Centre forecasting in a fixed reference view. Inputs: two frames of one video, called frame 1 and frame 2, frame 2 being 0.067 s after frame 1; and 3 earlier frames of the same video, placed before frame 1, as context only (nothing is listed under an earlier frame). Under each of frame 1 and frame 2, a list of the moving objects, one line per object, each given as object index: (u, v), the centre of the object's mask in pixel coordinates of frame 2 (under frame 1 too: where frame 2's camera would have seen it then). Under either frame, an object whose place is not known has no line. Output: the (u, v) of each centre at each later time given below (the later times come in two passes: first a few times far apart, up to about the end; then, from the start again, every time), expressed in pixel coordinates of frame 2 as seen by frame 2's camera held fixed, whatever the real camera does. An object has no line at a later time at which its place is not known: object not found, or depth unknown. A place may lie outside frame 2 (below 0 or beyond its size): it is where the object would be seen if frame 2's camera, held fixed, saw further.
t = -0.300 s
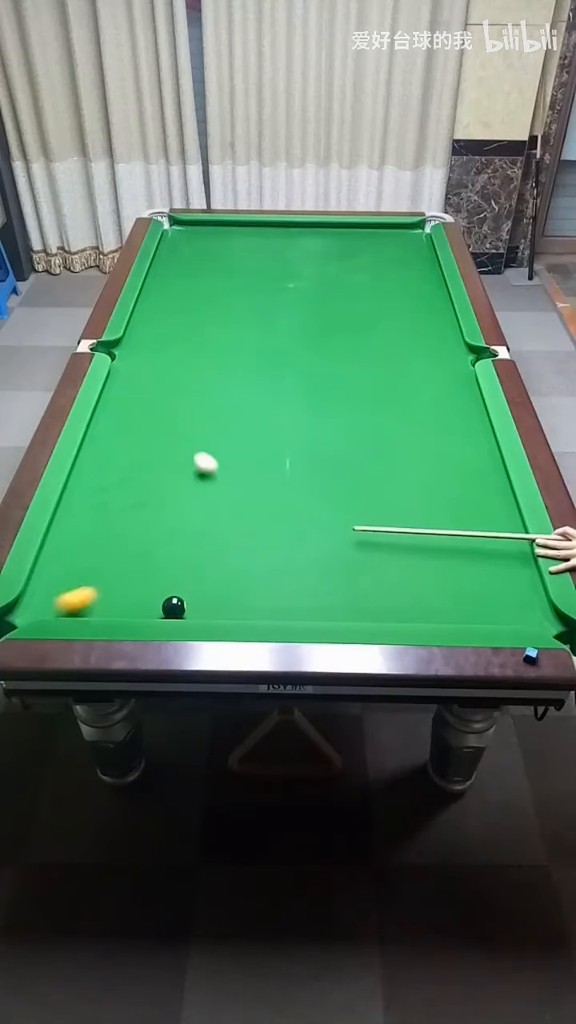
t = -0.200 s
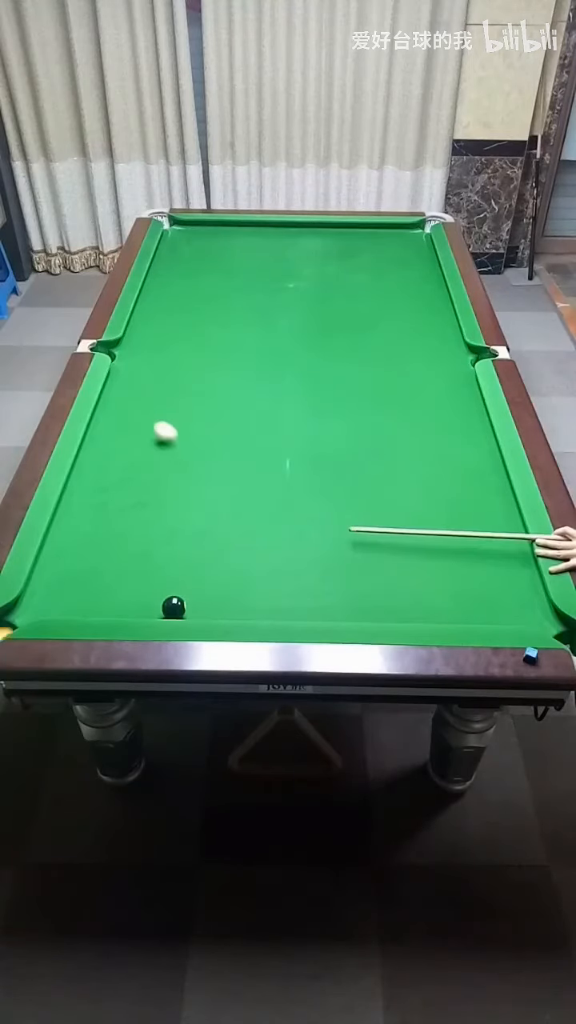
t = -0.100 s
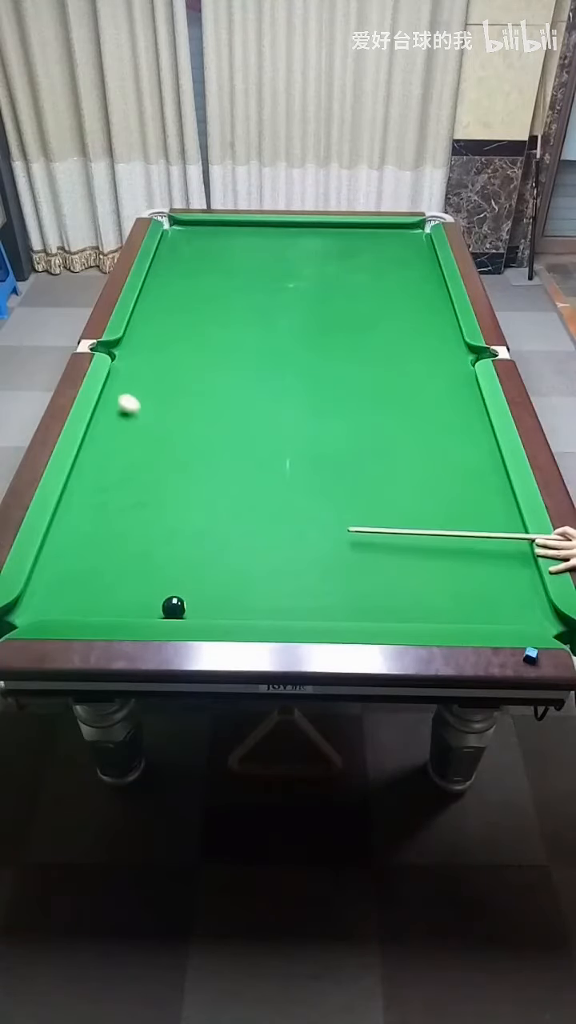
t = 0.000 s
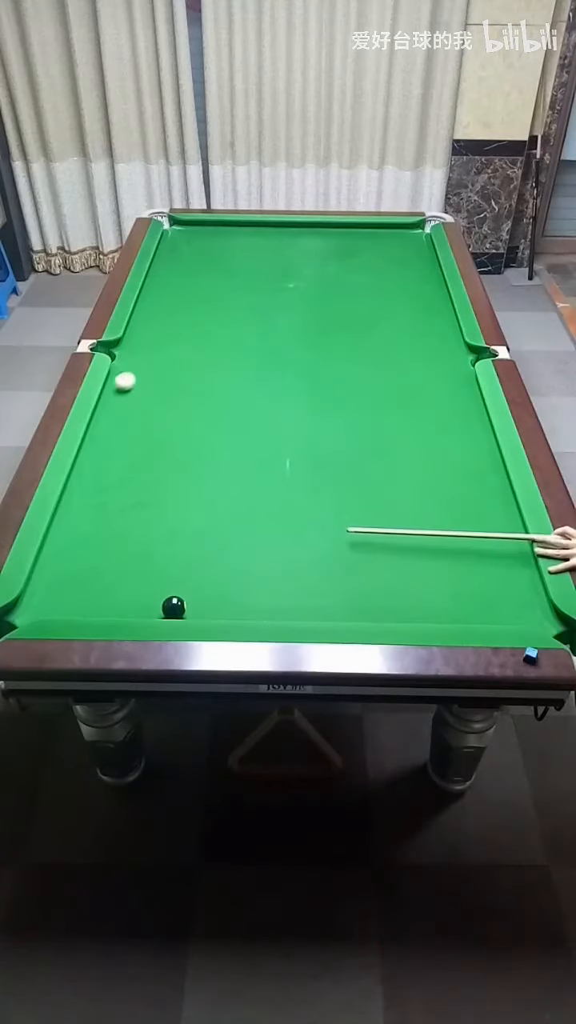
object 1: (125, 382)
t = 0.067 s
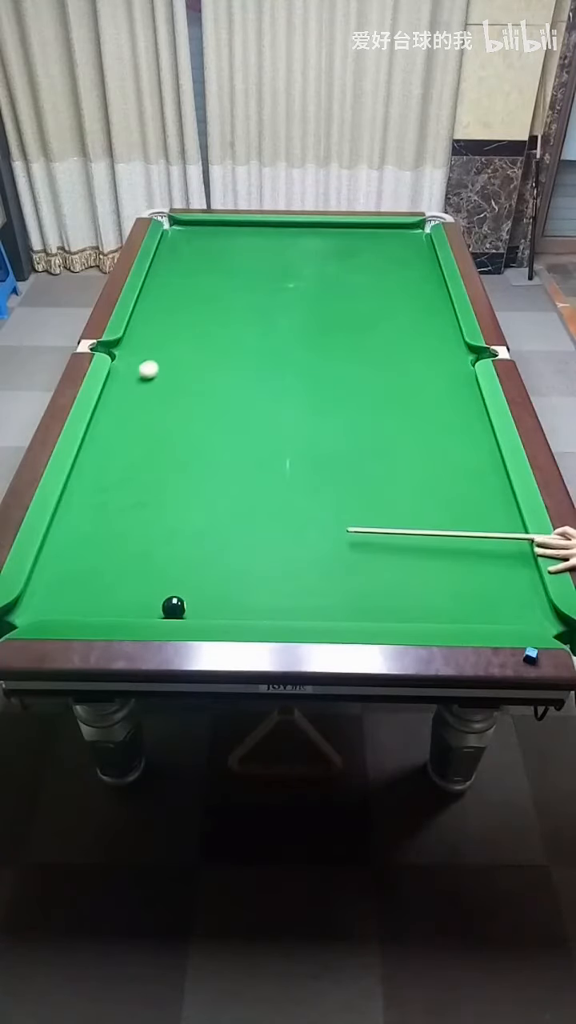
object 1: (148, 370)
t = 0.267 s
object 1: (203, 338)
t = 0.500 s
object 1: (256, 306)
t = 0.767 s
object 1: (309, 274)
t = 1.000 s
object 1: (347, 250)
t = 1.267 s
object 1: (386, 226)
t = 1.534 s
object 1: (421, 242)
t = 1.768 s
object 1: (399, 257)
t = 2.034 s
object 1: (372, 274)
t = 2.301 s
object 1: (343, 292)
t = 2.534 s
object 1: (316, 309)
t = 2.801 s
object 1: (283, 329)
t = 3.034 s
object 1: (253, 346)
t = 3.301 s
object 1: (217, 369)
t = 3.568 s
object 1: (178, 392)
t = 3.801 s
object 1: (143, 413)
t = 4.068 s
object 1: (100, 438)
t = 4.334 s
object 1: (101, 458)
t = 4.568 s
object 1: (113, 473)
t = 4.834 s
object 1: (127, 491)
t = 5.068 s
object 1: (139, 506)
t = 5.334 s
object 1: (153, 523)
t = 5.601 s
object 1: (166, 539)
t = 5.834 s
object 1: (176, 553)
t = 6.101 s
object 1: (188, 568)
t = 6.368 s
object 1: (200, 582)
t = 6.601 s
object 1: (209, 593)
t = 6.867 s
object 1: (218, 604)
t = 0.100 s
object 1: (158, 365)
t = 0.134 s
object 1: (168, 359)
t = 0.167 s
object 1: (176, 354)
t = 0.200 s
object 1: (186, 348)
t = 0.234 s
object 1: (194, 343)
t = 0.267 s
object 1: (203, 338)
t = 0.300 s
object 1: (211, 333)
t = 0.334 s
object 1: (219, 328)
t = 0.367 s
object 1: (227, 324)
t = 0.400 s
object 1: (234, 319)
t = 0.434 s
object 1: (242, 314)
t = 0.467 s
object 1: (249, 310)
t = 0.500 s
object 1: (256, 306)
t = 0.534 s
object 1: (263, 301)
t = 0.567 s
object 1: (270, 297)
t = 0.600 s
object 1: (277, 293)
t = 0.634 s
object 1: (284, 289)
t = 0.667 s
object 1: (290, 285)
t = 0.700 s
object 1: (296, 281)
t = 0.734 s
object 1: (302, 278)
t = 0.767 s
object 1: (309, 274)
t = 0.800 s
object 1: (314, 270)
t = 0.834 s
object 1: (320, 267)
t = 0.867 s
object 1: (326, 263)
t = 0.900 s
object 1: (331, 260)
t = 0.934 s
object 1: (337, 257)
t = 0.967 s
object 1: (342, 253)
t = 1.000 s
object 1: (347, 250)
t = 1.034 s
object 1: (353, 247)
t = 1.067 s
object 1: (358, 244)
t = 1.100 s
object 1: (363, 241)
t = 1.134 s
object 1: (367, 238)
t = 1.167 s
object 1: (372, 235)
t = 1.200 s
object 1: (377, 232)
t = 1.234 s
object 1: (382, 229)
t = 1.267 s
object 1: (386, 226)
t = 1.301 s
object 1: (392, 227)
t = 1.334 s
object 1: (398, 230)
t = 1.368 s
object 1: (404, 232)
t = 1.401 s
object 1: (410, 234)
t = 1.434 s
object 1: (416, 236)
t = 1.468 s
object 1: (422, 238)
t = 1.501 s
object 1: (425, 240)
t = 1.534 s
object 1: (421, 242)
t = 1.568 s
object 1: (418, 244)
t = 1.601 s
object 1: (415, 246)
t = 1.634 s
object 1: (412, 248)
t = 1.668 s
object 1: (409, 250)
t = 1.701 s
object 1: (405, 252)
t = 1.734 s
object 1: (402, 255)
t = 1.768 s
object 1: (399, 257)
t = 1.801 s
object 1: (395, 259)
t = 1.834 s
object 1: (392, 261)
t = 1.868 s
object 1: (389, 263)
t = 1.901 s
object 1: (385, 265)
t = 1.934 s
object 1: (382, 267)
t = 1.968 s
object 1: (379, 269)
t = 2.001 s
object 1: (375, 272)
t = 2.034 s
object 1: (372, 274)
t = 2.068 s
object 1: (368, 276)
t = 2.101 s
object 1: (365, 278)
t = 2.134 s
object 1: (361, 280)
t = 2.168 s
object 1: (358, 283)
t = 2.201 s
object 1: (354, 285)
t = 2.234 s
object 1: (350, 287)
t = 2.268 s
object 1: (346, 290)
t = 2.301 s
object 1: (343, 292)
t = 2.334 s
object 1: (339, 294)
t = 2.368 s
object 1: (335, 297)
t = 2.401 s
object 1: (331, 299)
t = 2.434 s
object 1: (328, 301)
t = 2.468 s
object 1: (324, 304)
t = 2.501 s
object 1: (320, 306)
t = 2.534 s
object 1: (316, 309)
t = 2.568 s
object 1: (312, 311)
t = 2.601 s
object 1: (308, 314)
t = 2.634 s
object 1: (304, 316)
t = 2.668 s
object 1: (300, 319)
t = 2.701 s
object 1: (296, 321)
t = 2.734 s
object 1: (291, 324)
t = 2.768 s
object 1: (287, 326)
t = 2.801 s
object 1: (283, 329)
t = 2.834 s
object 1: (279, 331)
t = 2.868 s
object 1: (275, 334)
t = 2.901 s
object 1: (271, 336)
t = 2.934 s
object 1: (266, 339)
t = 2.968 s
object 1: (262, 342)
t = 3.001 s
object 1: (258, 344)
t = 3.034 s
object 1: (253, 346)
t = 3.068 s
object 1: (249, 349)
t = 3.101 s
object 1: (245, 352)
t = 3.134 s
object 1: (240, 355)
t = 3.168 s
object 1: (235, 358)
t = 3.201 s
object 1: (231, 360)
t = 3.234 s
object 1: (226, 363)
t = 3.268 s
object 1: (222, 366)
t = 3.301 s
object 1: (217, 369)
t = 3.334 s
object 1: (212, 372)
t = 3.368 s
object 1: (207, 375)
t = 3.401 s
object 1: (203, 377)
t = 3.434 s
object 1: (198, 380)
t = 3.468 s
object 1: (193, 383)
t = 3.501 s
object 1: (188, 386)
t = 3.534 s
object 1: (183, 389)
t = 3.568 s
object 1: (178, 392)
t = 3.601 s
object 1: (173, 395)
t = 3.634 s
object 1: (168, 398)
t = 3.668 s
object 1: (163, 401)
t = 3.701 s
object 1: (158, 404)
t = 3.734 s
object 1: (153, 407)
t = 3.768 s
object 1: (148, 410)
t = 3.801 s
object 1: (143, 413)
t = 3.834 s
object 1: (137, 416)
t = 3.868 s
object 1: (132, 419)
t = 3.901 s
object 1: (127, 422)
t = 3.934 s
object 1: (121, 425)
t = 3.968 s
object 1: (116, 428)
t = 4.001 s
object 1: (111, 431)
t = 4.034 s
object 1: (105, 435)
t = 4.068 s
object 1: (100, 438)
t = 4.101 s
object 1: (94, 441)
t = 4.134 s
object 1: (89, 444)
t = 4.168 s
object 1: (92, 447)
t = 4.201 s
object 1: (94, 449)
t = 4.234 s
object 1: (96, 451)
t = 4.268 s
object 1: (97, 453)
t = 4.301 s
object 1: (99, 456)
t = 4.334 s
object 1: (101, 458)
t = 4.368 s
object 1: (103, 460)
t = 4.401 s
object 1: (104, 462)
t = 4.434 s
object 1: (106, 464)
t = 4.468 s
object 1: (108, 466)
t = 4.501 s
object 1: (110, 469)
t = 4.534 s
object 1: (111, 471)
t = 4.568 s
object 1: (113, 473)
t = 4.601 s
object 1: (115, 475)
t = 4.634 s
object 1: (117, 478)
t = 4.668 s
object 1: (118, 480)
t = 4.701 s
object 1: (120, 482)
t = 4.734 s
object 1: (122, 484)
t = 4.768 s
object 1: (123, 487)
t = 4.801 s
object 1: (125, 489)
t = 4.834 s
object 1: (127, 491)
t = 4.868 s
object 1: (129, 493)
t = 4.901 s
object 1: (131, 495)
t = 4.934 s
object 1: (132, 497)
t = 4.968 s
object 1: (134, 499)
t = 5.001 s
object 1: (136, 502)
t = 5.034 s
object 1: (138, 504)
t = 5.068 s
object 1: (139, 506)
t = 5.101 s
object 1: (141, 508)
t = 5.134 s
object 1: (142, 510)
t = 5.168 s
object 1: (144, 512)
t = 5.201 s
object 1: (146, 514)
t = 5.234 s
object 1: (148, 517)
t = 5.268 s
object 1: (149, 519)
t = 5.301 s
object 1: (151, 521)
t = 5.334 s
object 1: (153, 523)
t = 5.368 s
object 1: (154, 525)
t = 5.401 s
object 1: (156, 527)
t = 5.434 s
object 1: (158, 529)
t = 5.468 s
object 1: (159, 531)
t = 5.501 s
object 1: (161, 533)
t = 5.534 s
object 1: (162, 535)
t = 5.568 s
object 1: (164, 537)
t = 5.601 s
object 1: (166, 539)
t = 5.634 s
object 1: (167, 541)
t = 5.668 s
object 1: (169, 543)
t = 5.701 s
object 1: (170, 545)
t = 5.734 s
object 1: (172, 547)
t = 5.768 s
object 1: (173, 549)
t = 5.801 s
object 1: (175, 551)
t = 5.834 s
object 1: (176, 553)
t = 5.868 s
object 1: (178, 555)
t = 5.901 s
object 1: (179, 557)
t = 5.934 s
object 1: (181, 559)
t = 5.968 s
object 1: (182, 560)
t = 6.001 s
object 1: (184, 562)
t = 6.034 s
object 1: (185, 564)
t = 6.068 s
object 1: (187, 566)
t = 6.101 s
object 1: (188, 568)
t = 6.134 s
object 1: (190, 570)
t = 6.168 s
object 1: (192, 571)
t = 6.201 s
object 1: (193, 573)
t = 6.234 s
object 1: (194, 575)
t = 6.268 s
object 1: (195, 577)
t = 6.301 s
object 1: (197, 578)
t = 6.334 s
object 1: (198, 580)
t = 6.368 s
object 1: (200, 582)
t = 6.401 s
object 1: (201, 583)
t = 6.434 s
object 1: (202, 585)
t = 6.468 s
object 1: (204, 587)
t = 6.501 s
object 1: (205, 588)
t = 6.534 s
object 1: (206, 590)
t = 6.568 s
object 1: (208, 591)
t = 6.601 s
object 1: (209, 593)
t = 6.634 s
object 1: (210, 595)
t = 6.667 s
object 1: (212, 596)
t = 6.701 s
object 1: (213, 597)
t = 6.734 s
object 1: (214, 599)
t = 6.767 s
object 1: (215, 600)
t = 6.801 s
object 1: (216, 602)
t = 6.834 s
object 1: (218, 603)
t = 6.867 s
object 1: (218, 604)
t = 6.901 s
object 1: (220, 605)
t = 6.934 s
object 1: (221, 606)
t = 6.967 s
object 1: (222, 607)
